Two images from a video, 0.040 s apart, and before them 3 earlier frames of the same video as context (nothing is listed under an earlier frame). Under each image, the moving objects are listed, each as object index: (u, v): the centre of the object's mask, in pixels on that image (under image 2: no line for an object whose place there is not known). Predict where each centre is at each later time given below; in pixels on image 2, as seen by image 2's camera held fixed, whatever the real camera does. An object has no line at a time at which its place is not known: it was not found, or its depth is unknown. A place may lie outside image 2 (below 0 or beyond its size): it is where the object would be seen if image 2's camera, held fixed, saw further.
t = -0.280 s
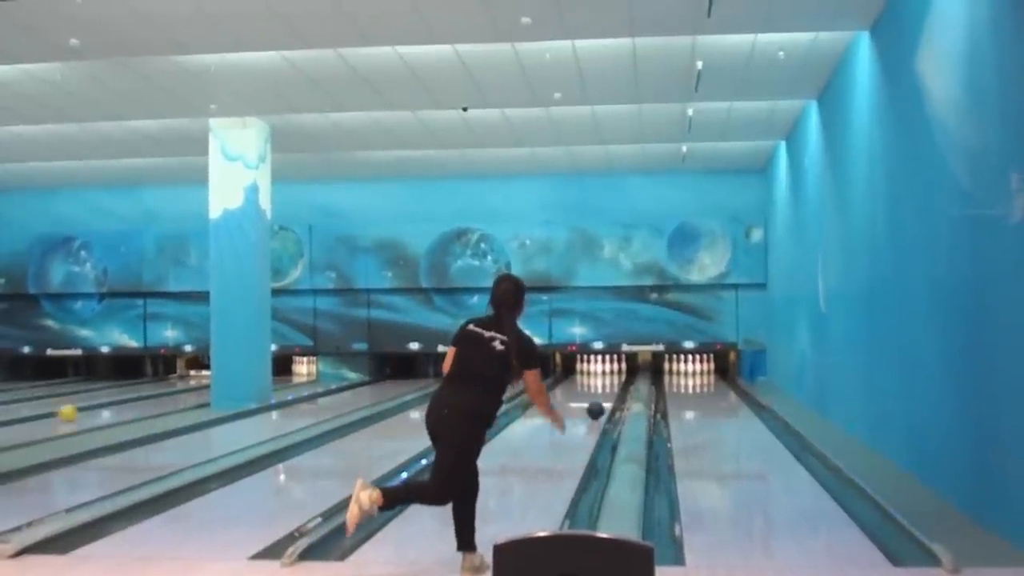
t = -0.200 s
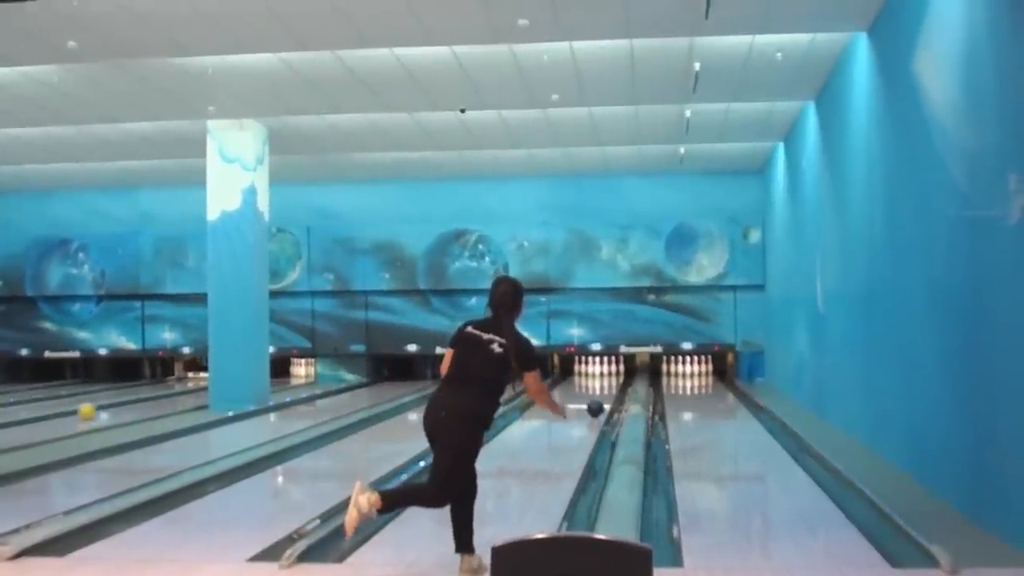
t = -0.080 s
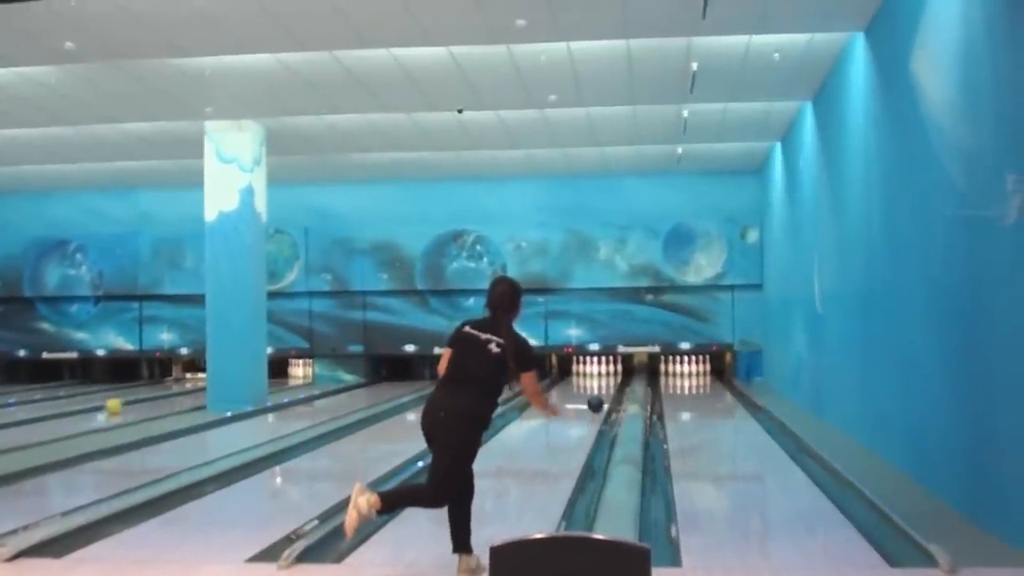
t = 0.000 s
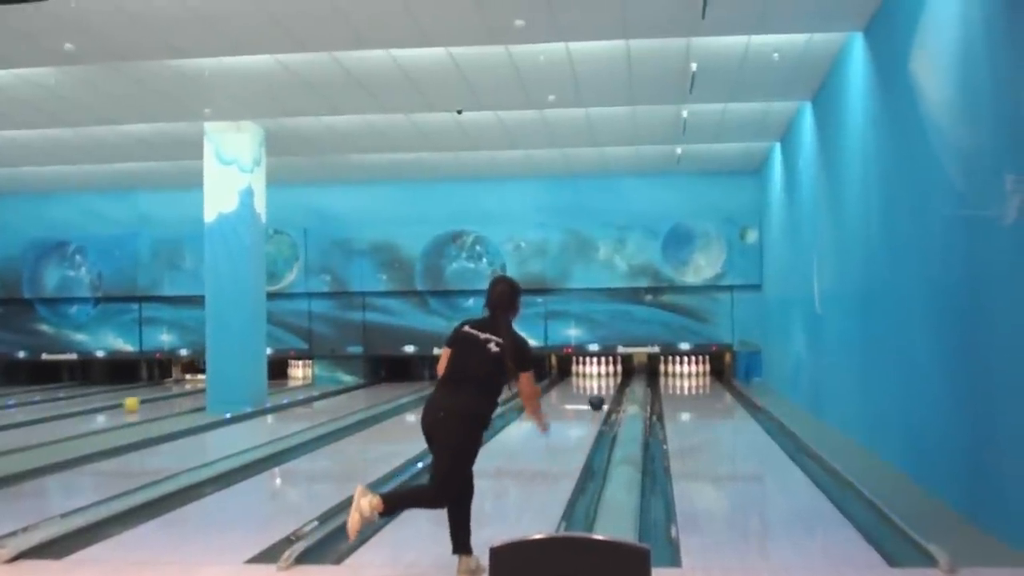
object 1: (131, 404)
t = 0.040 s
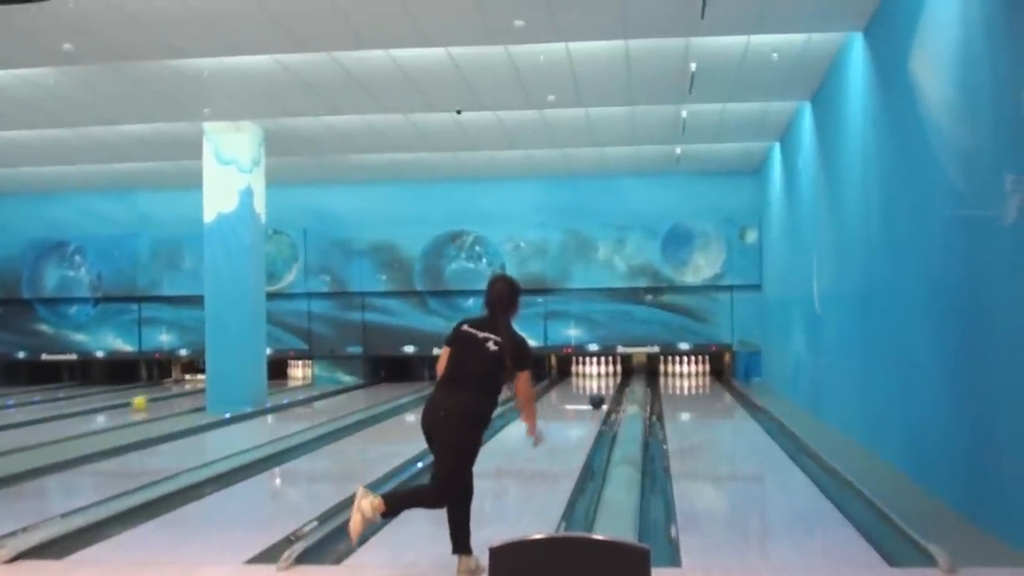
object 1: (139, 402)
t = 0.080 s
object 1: (147, 401)
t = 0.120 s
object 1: (154, 400)
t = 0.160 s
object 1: (162, 399)
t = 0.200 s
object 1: (170, 397)
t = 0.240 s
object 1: (177, 395)
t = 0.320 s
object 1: (189, 392)
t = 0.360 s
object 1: (196, 392)
